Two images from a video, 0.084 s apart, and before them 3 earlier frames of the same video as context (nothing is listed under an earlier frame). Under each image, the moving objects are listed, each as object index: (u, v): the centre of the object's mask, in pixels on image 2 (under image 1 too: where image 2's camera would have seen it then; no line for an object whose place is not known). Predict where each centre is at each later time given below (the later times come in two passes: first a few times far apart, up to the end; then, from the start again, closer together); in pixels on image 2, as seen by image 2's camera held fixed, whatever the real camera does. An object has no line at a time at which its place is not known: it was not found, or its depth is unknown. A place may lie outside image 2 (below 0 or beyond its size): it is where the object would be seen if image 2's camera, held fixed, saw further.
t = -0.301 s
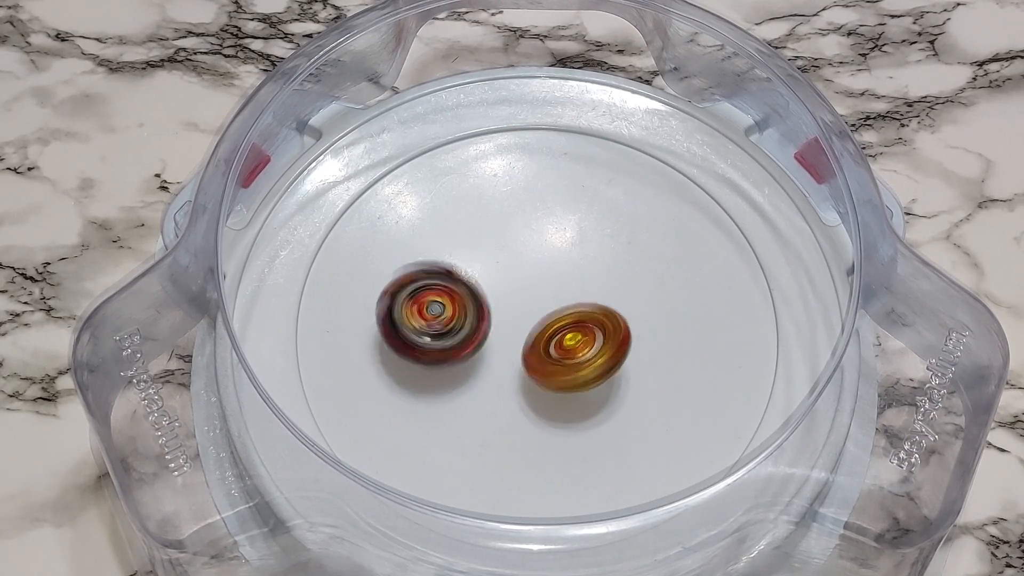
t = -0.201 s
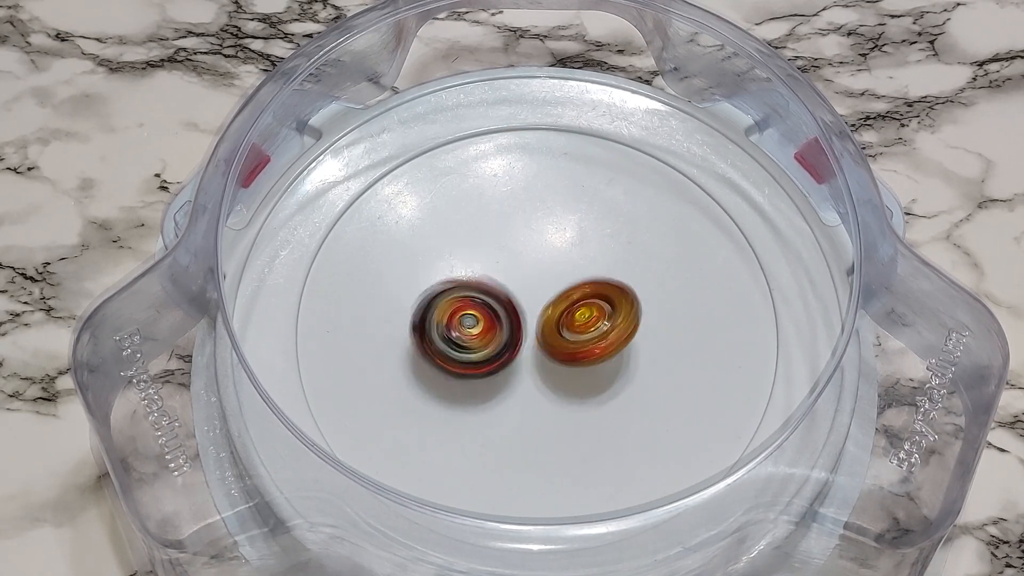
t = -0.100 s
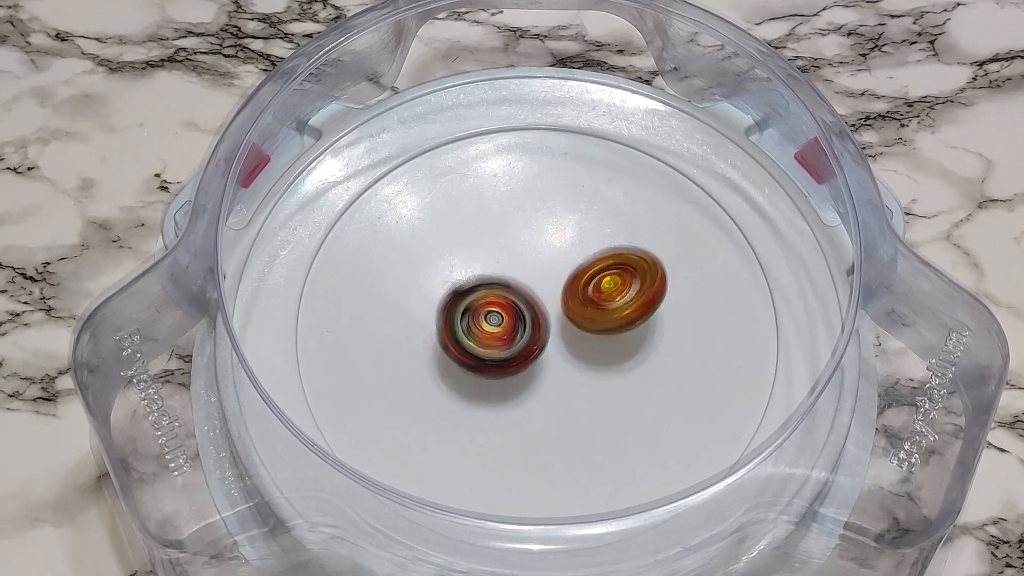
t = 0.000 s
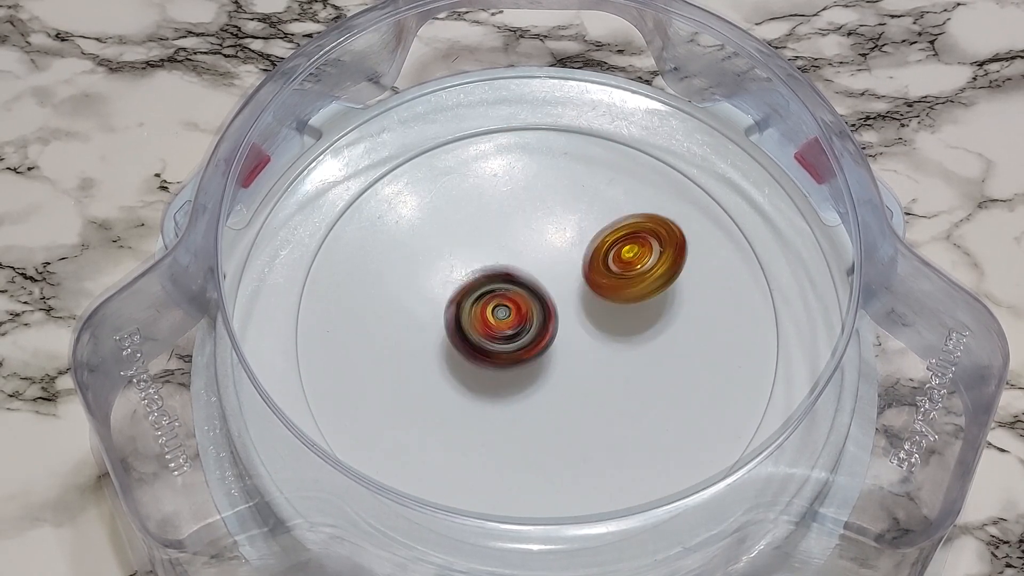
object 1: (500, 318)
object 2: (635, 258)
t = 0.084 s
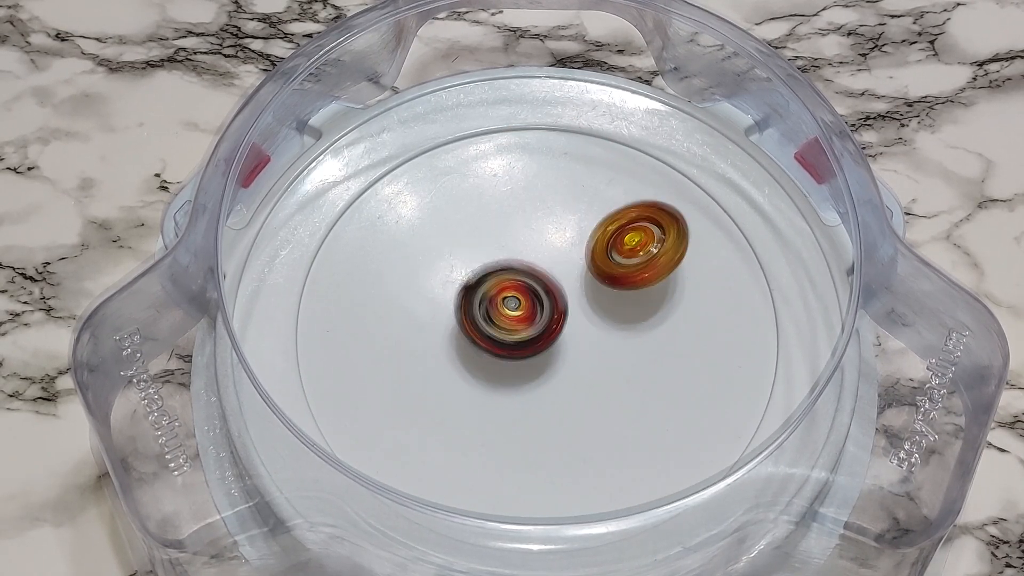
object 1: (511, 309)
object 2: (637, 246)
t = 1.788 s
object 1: (523, 318)
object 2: (568, 215)
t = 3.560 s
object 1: (487, 327)
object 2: (614, 295)
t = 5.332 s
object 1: (500, 288)
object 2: (605, 340)
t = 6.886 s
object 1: (523, 291)
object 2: (596, 383)
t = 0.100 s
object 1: (514, 307)
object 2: (635, 245)
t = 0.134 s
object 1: (516, 305)
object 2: (632, 245)
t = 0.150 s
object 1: (519, 302)
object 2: (631, 246)
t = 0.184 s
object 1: (520, 297)
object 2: (624, 250)
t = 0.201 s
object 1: (521, 297)
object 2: (620, 251)
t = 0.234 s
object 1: (509, 294)
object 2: (626, 253)
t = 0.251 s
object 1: (504, 296)
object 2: (629, 253)
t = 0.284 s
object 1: (487, 300)
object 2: (637, 253)
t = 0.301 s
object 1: (482, 301)
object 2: (637, 253)
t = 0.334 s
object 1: (474, 308)
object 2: (635, 254)
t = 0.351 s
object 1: (469, 311)
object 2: (633, 256)
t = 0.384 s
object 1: (466, 319)
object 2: (632, 260)
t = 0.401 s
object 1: (463, 324)
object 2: (630, 263)
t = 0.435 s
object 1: (466, 333)
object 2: (625, 268)
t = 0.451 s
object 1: (467, 338)
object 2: (625, 271)
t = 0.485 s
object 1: (475, 345)
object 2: (621, 278)
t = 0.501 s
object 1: (479, 348)
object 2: (619, 280)
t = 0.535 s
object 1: (491, 351)
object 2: (616, 285)
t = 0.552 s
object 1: (496, 352)
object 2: (614, 288)
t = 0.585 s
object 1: (510, 350)
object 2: (612, 292)
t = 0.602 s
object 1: (515, 350)
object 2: (611, 294)
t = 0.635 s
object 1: (517, 348)
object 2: (618, 290)
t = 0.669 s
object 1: (512, 352)
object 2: (629, 283)
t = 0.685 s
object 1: (508, 353)
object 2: (633, 282)
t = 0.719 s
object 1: (504, 356)
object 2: (636, 280)
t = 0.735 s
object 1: (501, 357)
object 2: (636, 280)
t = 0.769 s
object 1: (501, 359)
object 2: (635, 283)
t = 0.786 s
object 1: (501, 361)
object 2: (634, 283)
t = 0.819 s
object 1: (501, 360)
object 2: (631, 285)
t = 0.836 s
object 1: (502, 361)
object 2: (628, 286)
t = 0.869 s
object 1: (502, 359)
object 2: (624, 287)
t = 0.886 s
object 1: (505, 358)
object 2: (620, 289)
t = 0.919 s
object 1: (507, 355)
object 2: (611, 289)
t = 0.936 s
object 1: (508, 352)
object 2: (608, 291)
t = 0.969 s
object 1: (508, 349)
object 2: (598, 290)
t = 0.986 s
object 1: (503, 349)
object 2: (596, 288)
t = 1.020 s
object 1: (500, 346)
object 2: (591, 286)
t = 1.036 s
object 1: (498, 346)
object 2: (588, 286)
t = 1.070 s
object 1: (486, 351)
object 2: (591, 276)
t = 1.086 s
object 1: (481, 355)
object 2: (593, 269)
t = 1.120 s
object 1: (470, 360)
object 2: (599, 261)
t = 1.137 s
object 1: (469, 362)
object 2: (599, 260)
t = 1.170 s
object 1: (461, 368)
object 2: (600, 261)
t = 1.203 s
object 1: (455, 375)
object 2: (601, 262)
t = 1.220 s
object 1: (455, 376)
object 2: (600, 263)
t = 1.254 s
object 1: (455, 382)
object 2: (598, 264)
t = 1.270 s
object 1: (454, 384)
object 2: (596, 265)
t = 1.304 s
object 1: (460, 384)
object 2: (592, 266)
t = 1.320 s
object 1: (462, 385)
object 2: (589, 268)
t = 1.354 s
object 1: (469, 383)
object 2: (582, 270)
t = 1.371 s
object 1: (476, 381)
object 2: (579, 273)
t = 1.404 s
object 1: (484, 376)
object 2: (570, 277)
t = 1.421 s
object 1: (488, 371)
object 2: (567, 279)
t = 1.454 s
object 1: (495, 365)
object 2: (557, 282)
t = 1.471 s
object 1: (495, 367)
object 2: (557, 273)
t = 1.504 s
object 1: (493, 373)
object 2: (562, 251)
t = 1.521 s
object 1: (494, 375)
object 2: (565, 242)
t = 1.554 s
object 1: (498, 373)
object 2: (568, 226)
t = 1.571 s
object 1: (502, 369)
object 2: (569, 220)
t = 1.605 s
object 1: (510, 361)
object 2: (569, 213)
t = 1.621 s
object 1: (511, 358)
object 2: (570, 211)
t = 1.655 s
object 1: (516, 348)
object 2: (567, 213)
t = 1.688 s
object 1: (520, 339)
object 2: (568, 216)
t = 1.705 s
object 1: (522, 334)
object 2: (568, 219)
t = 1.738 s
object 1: (524, 325)
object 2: (568, 222)
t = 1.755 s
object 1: (526, 319)
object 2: (567, 224)
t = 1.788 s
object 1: (523, 318)
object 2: (568, 215)
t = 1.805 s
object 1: (520, 320)
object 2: (570, 209)
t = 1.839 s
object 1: (518, 320)
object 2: (571, 202)
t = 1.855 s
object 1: (516, 323)
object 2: (571, 201)
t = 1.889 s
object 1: (515, 324)
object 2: (572, 204)
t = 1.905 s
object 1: (515, 322)
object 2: (572, 205)
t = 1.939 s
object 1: (514, 323)
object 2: (574, 208)
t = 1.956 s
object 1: (512, 324)
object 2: (574, 209)
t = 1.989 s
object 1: (512, 324)
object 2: (574, 212)
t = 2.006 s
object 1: (513, 325)
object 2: (574, 213)
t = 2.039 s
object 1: (515, 326)
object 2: (574, 218)
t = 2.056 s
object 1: (516, 324)
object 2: (575, 219)
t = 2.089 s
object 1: (518, 324)
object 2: (575, 225)
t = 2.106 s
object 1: (517, 324)
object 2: (575, 227)
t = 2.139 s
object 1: (519, 323)
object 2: (575, 233)
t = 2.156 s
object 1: (522, 322)
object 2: (576, 236)
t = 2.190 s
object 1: (521, 326)
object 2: (579, 236)
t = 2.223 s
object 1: (522, 327)
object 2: (583, 234)
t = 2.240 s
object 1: (522, 327)
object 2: (584, 236)
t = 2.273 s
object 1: (523, 327)
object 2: (586, 240)
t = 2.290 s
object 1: (523, 328)
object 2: (587, 242)
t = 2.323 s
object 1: (525, 328)
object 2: (591, 245)
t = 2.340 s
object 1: (528, 328)
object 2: (591, 245)
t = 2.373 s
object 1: (529, 328)
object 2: (594, 246)
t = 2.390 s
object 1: (527, 329)
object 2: (594, 245)
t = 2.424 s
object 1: (527, 329)
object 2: (595, 249)
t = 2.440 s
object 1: (527, 331)
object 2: (597, 249)
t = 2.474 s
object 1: (524, 335)
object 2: (601, 248)
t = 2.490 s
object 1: (524, 334)
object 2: (602, 249)
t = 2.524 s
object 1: (524, 336)
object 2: (605, 251)
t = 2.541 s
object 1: (524, 340)
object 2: (607, 251)
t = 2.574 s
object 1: (524, 341)
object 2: (606, 250)
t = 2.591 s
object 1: (524, 339)
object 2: (606, 251)
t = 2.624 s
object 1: (525, 339)
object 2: (605, 252)
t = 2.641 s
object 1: (525, 340)
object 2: (605, 254)
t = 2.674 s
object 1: (526, 340)
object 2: (606, 256)
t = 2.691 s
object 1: (528, 338)
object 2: (606, 257)
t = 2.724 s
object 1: (529, 336)
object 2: (607, 258)
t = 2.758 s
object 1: (529, 334)
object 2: (606, 260)
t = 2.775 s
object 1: (528, 334)
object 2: (606, 259)
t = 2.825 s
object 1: (526, 332)
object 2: (608, 259)
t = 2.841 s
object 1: (523, 333)
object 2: (607, 260)
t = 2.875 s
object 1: (521, 334)
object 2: (607, 263)
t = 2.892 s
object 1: (520, 331)
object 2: (608, 264)
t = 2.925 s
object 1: (518, 330)
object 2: (606, 265)
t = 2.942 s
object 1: (516, 330)
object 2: (606, 266)
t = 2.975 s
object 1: (512, 328)
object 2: (603, 270)
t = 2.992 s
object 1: (510, 327)
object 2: (605, 269)
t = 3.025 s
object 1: (506, 327)
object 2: (605, 269)
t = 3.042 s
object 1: (504, 328)
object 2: (603, 270)
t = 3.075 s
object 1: (502, 329)
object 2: (601, 274)
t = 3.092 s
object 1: (499, 326)
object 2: (601, 276)
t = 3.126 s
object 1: (498, 326)
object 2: (601, 279)
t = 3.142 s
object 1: (499, 327)
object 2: (601, 280)
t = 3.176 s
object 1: (495, 325)
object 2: (601, 281)
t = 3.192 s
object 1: (492, 325)
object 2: (603, 280)
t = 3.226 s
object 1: (487, 326)
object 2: (602, 281)
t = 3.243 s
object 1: (488, 327)
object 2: (601, 282)
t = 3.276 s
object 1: (487, 327)
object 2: (600, 286)
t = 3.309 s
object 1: (484, 328)
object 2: (602, 288)
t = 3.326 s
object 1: (482, 330)
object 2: (602, 289)
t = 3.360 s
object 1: (482, 330)
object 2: (601, 291)
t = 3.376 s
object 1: (485, 329)
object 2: (600, 292)
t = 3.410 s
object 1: (488, 329)
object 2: (601, 295)
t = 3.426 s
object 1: (490, 330)
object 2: (600, 296)
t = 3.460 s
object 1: (492, 329)
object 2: (604, 296)
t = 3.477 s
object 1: (492, 328)
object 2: (605, 297)
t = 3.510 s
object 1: (494, 327)
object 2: (604, 297)
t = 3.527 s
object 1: (495, 327)
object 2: (606, 298)
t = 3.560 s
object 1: (487, 327)
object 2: (614, 295)
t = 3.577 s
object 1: (483, 327)
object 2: (617, 295)
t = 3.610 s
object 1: (478, 328)
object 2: (621, 294)
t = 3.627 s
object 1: (477, 326)
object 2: (621, 295)
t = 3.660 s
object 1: (475, 328)
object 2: (624, 295)
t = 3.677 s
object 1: (477, 328)
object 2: (624, 294)
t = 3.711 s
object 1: (477, 328)
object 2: (623, 295)
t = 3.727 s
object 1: (476, 328)
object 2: (622, 295)
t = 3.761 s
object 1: (480, 329)
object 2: (621, 297)
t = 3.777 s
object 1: (483, 327)
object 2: (621, 297)
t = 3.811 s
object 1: (486, 327)
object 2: (620, 298)
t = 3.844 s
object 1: (492, 325)
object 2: (619, 297)
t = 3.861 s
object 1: (496, 324)
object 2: (617, 297)
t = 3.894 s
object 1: (501, 320)
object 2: (615, 298)
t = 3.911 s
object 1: (497, 321)
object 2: (618, 296)
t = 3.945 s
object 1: (493, 320)
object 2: (626, 293)
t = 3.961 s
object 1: (489, 319)
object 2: (628, 291)
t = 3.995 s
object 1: (485, 318)
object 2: (626, 290)
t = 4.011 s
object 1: (486, 317)
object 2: (624, 291)
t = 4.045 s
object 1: (482, 317)
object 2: (621, 293)
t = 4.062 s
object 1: (481, 319)
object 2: (619, 294)
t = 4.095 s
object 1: (480, 318)
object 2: (618, 297)
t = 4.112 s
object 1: (479, 317)
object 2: (618, 297)
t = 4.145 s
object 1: (479, 317)
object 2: (615, 297)
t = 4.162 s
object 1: (482, 315)
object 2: (613, 299)
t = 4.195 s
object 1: (482, 315)
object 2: (610, 302)
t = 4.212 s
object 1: (485, 317)
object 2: (609, 303)
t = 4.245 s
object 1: (487, 316)
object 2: (607, 307)
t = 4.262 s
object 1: (487, 316)
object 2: (605, 308)
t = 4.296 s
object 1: (488, 315)
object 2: (608, 309)
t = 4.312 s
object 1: (484, 312)
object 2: (613, 309)
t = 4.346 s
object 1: (481, 313)
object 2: (625, 311)
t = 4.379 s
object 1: (476, 313)
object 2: (630, 311)
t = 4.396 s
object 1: (475, 311)
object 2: (631, 313)
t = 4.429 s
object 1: (473, 309)
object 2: (631, 314)
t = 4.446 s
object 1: (476, 309)
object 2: (630, 314)
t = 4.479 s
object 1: (476, 309)
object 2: (628, 315)
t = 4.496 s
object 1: (479, 310)
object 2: (626, 316)
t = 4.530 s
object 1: (479, 308)
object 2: (622, 315)
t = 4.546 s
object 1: (479, 308)
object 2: (619, 316)
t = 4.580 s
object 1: (484, 307)
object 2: (614, 317)
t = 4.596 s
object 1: (484, 306)
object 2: (611, 318)
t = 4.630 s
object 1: (492, 304)
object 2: (607, 320)
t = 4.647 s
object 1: (494, 304)
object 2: (607, 319)
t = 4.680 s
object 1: (494, 299)
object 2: (613, 320)
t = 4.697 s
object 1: (495, 299)
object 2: (614, 319)
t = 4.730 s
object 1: (497, 294)
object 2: (612, 318)
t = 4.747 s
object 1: (497, 293)
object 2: (610, 318)
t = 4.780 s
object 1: (500, 291)
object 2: (609, 320)
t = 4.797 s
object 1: (496, 288)
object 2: (613, 321)
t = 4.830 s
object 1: (497, 286)
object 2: (618, 322)
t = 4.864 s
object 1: (495, 282)
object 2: (617, 321)
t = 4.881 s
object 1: (494, 282)
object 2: (616, 321)
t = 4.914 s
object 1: (493, 281)
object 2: (613, 324)
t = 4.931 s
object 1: (491, 279)
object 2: (612, 324)
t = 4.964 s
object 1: (495, 280)
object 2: (611, 326)
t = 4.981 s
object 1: (494, 281)
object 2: (610, 326)
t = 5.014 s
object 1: (495, 282)
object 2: (608, 325)
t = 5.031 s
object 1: (496, 282)
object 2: (606, 325)
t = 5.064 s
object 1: (499, 285)
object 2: (606, 329)
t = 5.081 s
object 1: (497, 282)
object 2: (611, 331)
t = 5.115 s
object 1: (494, 283)
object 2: (616, 333)
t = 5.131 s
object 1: (494, 281)
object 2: (617, 333)
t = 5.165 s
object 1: (492, 282)
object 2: (614, 333)
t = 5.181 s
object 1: (492, 281)
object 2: (612, 333)
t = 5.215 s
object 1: (492, 280)
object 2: (609, 335)
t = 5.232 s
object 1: (496, 280)
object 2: (606, 336)
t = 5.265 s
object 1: (496, 284)
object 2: (606, 338)
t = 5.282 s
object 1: (496, 285)
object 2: (606, 340)
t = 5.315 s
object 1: (497, 286)
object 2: (606, 340)
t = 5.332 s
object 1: (500, 288)
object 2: (605, 340)
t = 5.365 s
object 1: (501, 293)
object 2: (603, 340)
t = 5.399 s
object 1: (500, 294)
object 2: (605, 342)
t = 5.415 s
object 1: (503, 294)
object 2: (606, 343)
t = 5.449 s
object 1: (500, 296)
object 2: (613, 344)
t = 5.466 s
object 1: (497, 294)
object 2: (618, 345)
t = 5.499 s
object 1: (493, 294)
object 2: (625, 348)
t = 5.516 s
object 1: (492, 293)
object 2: (627, 348)
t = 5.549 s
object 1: (490, 296)
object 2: (628, 348)
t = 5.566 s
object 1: (488, 295)
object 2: (627, 348)
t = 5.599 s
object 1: (485, 294)
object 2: (625, 348)
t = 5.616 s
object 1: (487, 293)
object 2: (622, 349)
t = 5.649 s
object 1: (490, 295)
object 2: (618, 351)
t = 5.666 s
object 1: (490, 296)
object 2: (616, 352)
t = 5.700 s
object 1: (489, 298)
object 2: (611, 355)
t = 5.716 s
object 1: (489, 296)
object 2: (610, 357)
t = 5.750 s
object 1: (493, 300)
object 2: (608, 359)
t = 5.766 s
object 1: (493, 302)
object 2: (607, 359)
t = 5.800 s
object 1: (492, 304)
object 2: (606, 359)
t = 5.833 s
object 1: (496, 302)
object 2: (603, 355)
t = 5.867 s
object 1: (497, 305)
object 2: (602, 353)
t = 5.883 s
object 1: (495, 304)
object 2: (602, 353)
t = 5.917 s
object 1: (494, 306)
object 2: (601, 353)
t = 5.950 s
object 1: (497, 307)
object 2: (602, 353)
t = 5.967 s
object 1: (493, 308)
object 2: (604, 353)
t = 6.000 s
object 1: (490, 304)
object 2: (605, 352)
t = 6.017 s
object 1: (487, 305)
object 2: (605, 353)
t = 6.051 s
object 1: (486, 303)
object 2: (604, 354)
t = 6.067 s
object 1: (487, 305)
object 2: (602, 353)
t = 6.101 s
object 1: (485, 305)
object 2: (598, 354)
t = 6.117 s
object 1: (484, 307)
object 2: (596, 353)
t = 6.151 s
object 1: (483, 303)
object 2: (591, 353)
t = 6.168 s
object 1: (488, 303)
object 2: (587, 354)
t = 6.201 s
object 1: (485, 303)
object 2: (597, 356)
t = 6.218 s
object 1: (482, 301)
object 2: (601, 357)
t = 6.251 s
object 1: (476, 296)
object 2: (608, 363)
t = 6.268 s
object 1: (477, 294)
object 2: (612, 364)
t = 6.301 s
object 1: (482, 294)
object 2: (615, 364)
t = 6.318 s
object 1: (482, 294)
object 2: (616, 364)
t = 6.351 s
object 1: (484, 296)
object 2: (612, 360)
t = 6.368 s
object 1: (484, 295)
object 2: (608, 360)
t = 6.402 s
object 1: (489, 293)
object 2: (599, 358)
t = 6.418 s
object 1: (491, 293)
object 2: (594, 358)
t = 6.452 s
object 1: (498, 292)
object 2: (584, 360)
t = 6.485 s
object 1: (499, 291)
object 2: (583, 366)
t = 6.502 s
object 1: (498, 287)
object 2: (587, 370)
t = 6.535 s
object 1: (500, 282)
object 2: (591, 375)
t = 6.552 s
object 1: (501, 280)
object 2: (593, 378)
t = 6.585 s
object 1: (508, 279)
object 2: (597, 381)
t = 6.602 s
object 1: (509, 281)
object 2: (599, 382)
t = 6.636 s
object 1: (511, 281)
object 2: (602, 380)
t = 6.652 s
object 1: (512, 282)
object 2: (602, 378)
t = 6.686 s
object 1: (513, 283)
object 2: (601, 374)
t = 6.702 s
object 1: (515, 284)
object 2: (599, 372)
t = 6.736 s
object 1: (517, 287)
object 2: (594, 368)
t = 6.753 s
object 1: (519, 287)
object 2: (590, 368)
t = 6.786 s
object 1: (521, 288)
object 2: (588, 372)
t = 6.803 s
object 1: (521, 287)
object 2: (588, 375)
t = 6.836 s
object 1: (525, 287)
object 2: (589, 377)
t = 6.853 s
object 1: (528, 289)
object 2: (590, 377)
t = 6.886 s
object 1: (523, 291)
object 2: (596, 383)
